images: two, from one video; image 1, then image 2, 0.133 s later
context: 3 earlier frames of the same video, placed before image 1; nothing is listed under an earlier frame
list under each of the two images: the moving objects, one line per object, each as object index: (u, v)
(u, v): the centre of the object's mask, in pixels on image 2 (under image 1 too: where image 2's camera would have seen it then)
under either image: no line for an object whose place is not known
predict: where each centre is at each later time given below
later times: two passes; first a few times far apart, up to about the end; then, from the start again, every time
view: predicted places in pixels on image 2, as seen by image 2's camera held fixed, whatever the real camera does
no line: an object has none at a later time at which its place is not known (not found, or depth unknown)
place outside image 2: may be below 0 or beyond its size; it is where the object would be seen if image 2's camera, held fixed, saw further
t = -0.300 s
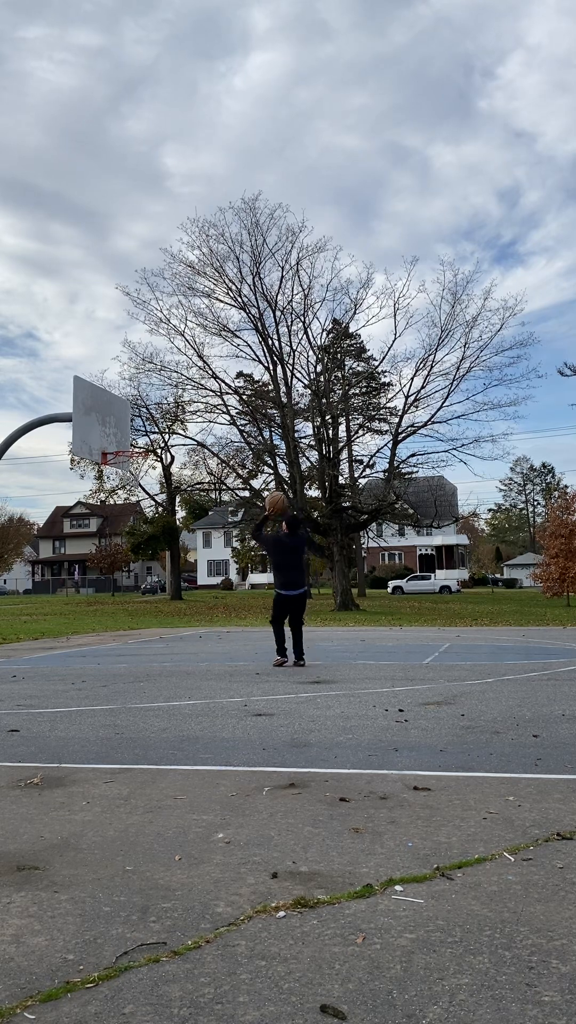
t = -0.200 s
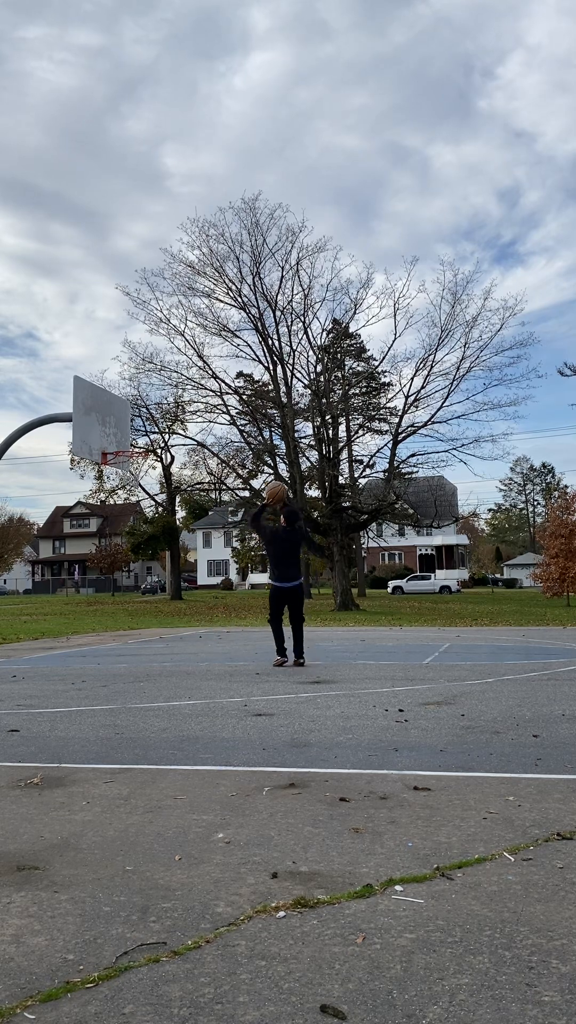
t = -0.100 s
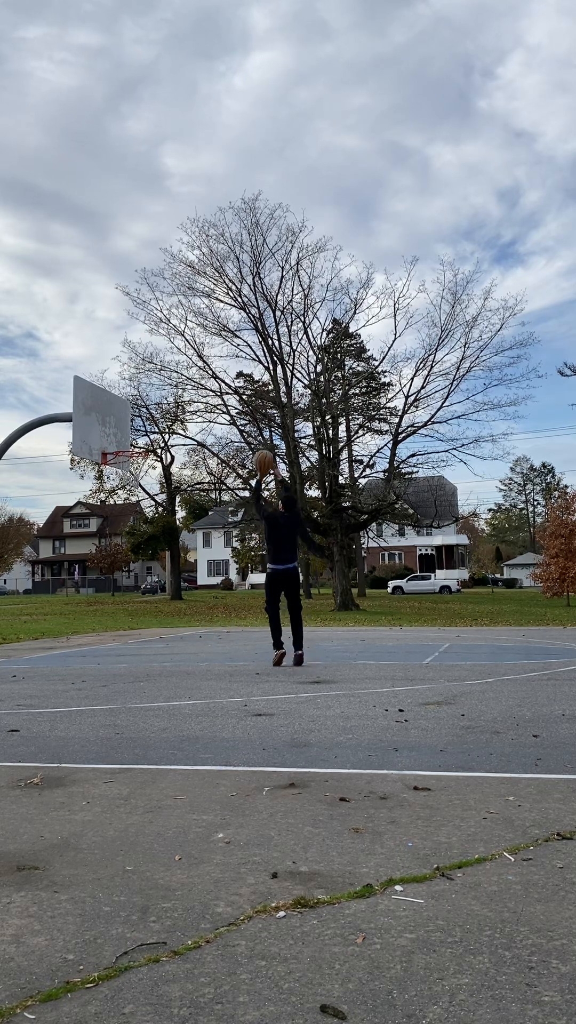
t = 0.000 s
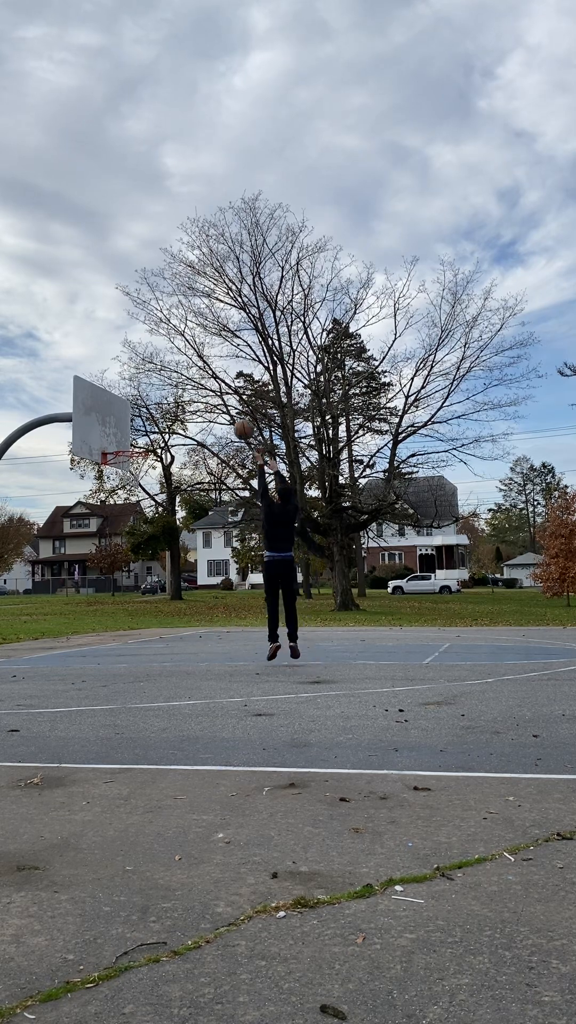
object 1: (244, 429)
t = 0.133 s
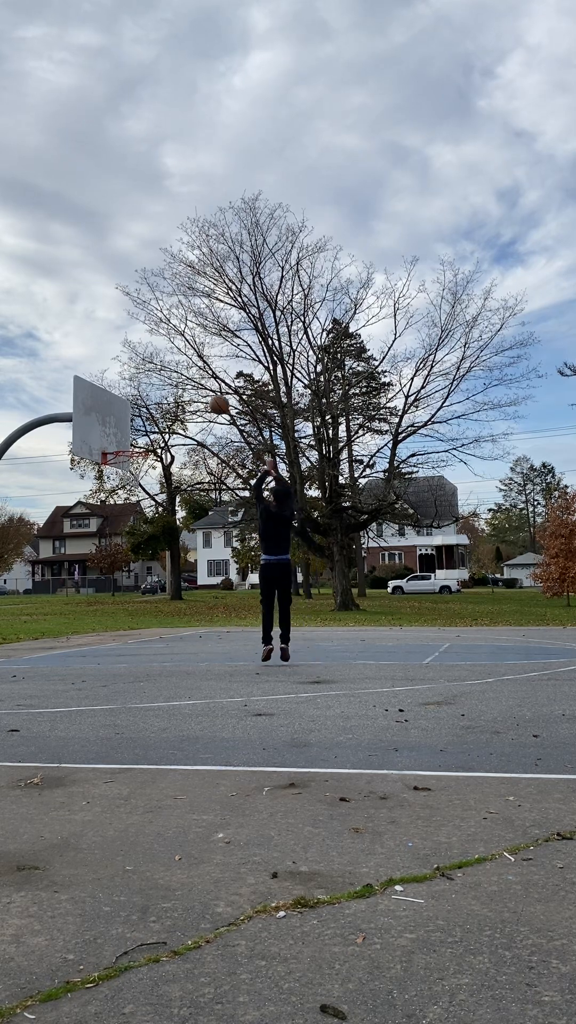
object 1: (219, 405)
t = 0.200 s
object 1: (208, 398)
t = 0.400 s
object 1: (178, 400)
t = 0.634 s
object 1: (148, 435)
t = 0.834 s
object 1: (116, 444)
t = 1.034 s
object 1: (104, 433)
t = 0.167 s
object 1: (213, 401)
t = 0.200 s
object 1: (208, 398)
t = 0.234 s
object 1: (203, 396)
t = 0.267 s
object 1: (197, 395)
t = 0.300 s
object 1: (192, 395)
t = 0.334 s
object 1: (188, 396)
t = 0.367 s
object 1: (183, 397)
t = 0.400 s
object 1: (178, 400)
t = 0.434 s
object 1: (174, 403)
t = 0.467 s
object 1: (169, 406)
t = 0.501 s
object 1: (164, 411)
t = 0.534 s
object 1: (160, 416)
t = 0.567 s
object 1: (156, 422)
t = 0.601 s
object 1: (152, 428)
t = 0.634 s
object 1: (148, 435)
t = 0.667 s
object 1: (144, 444)
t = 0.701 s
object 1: (139, 450)
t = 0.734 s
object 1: (132, 451)
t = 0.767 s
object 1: (126, 450)
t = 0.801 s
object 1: (120, 446)
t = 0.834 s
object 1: (116, 444)
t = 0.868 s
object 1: (111, 441)
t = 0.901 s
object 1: (107, 439)
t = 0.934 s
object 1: (105, 437)
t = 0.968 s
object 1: (105, 435)
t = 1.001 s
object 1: (104, 434)
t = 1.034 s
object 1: (104, 433)
